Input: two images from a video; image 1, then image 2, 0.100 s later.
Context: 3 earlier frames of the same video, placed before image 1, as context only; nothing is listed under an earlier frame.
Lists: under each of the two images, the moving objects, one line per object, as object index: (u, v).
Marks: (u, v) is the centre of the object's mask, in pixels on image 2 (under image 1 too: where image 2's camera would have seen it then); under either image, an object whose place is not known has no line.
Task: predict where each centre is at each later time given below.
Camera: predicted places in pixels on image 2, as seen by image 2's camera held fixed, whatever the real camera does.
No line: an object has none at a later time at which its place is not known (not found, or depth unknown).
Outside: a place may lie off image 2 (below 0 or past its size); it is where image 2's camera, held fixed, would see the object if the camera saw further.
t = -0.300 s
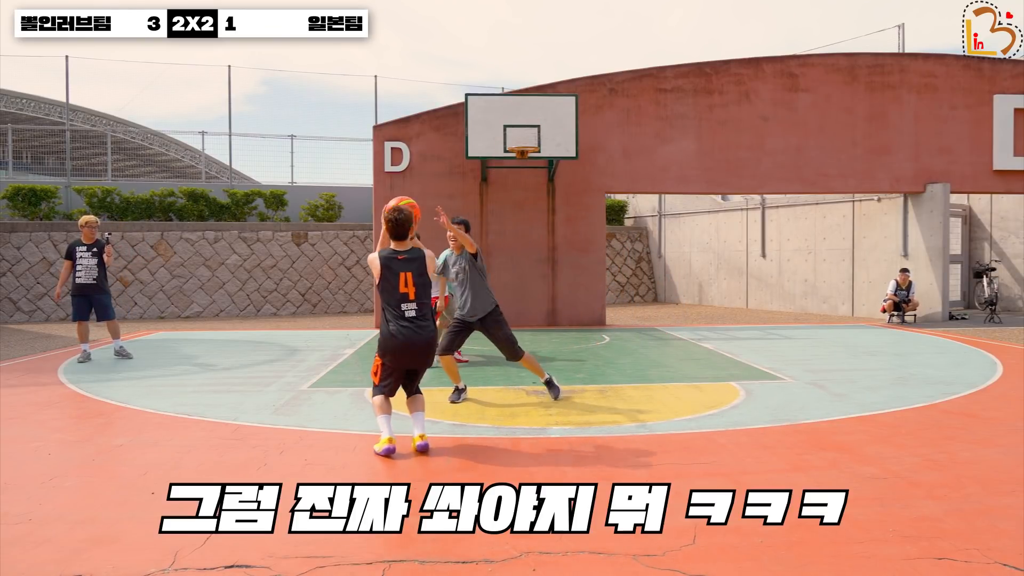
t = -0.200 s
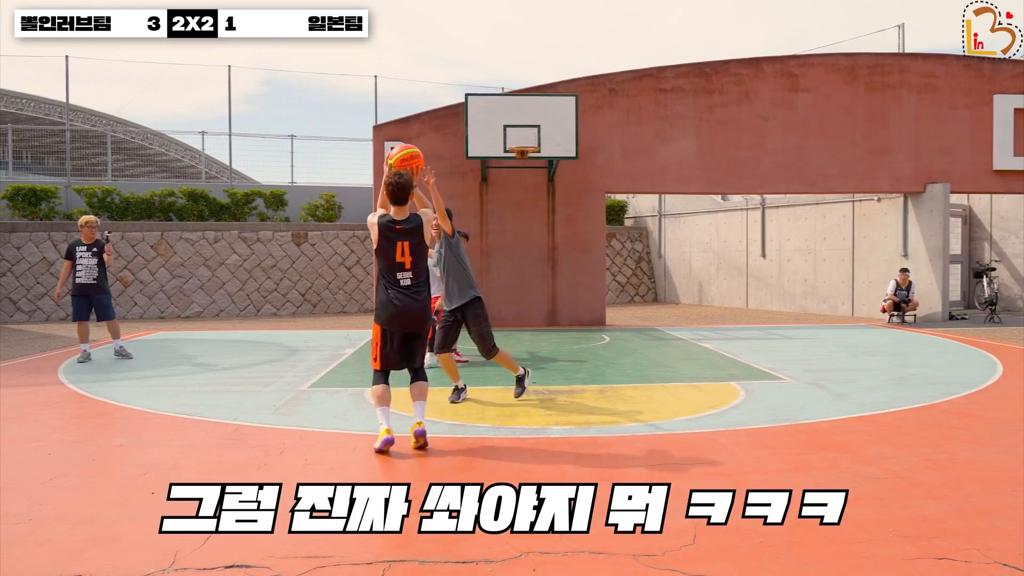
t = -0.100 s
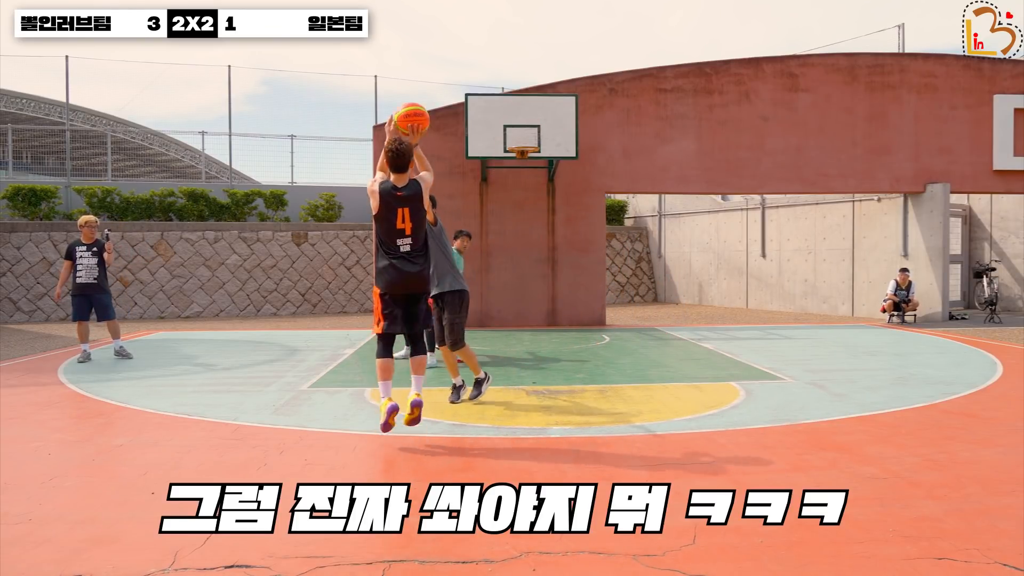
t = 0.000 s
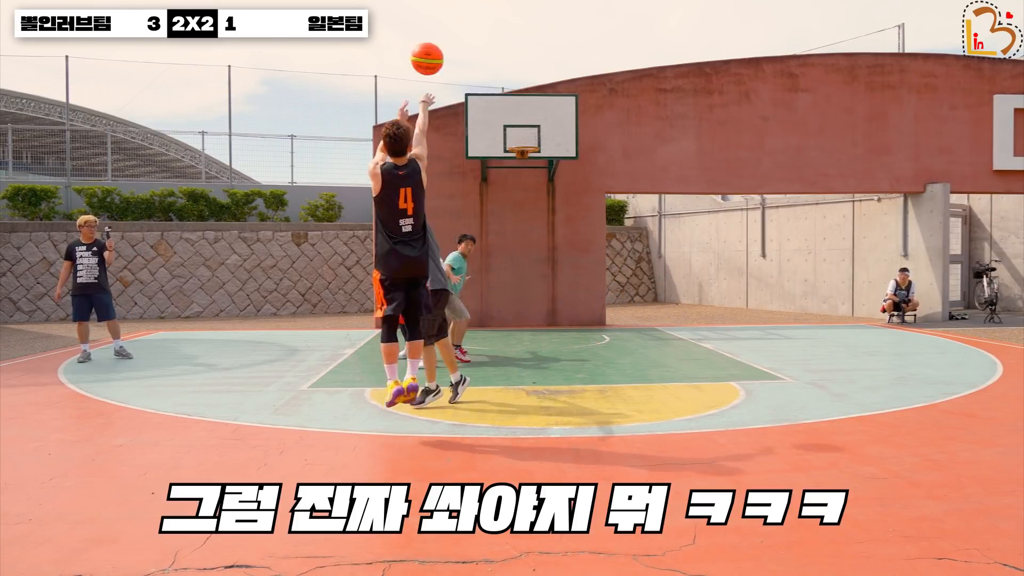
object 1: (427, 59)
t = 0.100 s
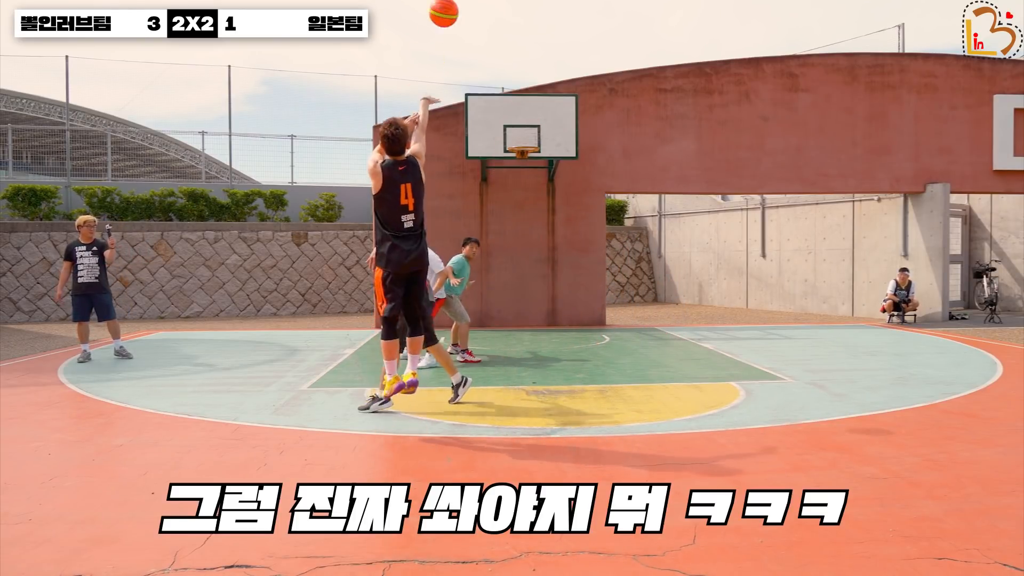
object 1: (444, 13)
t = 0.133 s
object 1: (449, 7)
